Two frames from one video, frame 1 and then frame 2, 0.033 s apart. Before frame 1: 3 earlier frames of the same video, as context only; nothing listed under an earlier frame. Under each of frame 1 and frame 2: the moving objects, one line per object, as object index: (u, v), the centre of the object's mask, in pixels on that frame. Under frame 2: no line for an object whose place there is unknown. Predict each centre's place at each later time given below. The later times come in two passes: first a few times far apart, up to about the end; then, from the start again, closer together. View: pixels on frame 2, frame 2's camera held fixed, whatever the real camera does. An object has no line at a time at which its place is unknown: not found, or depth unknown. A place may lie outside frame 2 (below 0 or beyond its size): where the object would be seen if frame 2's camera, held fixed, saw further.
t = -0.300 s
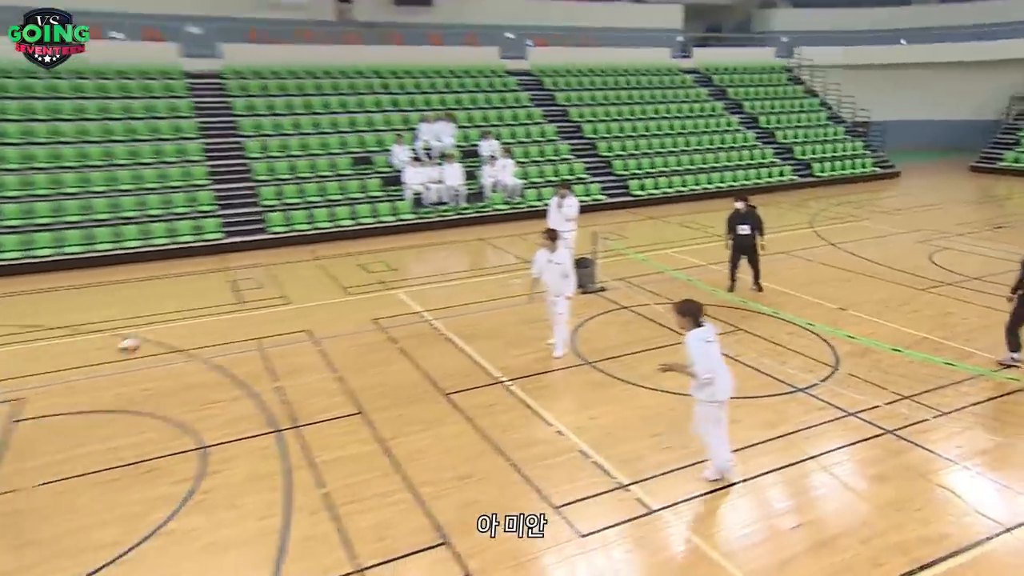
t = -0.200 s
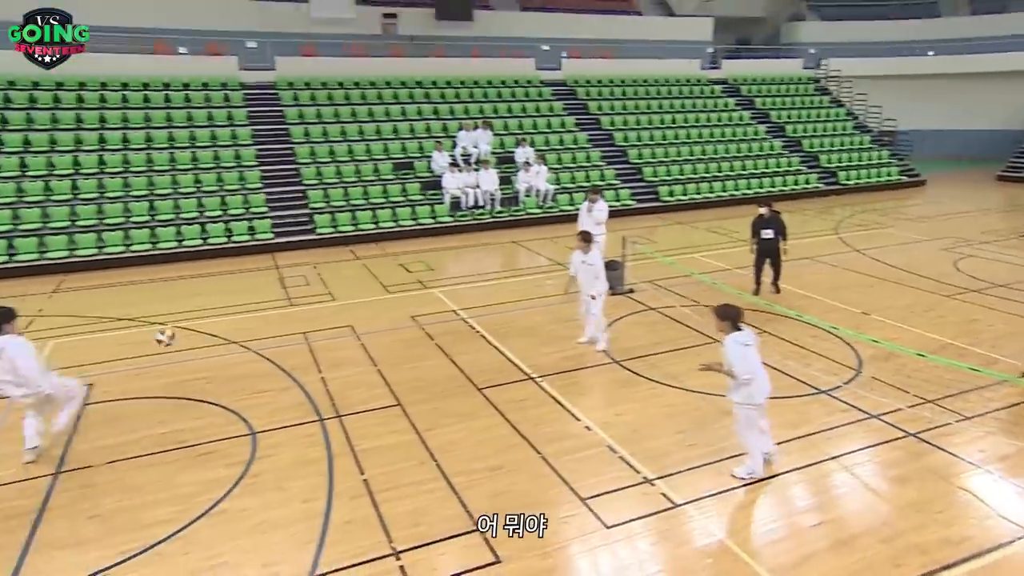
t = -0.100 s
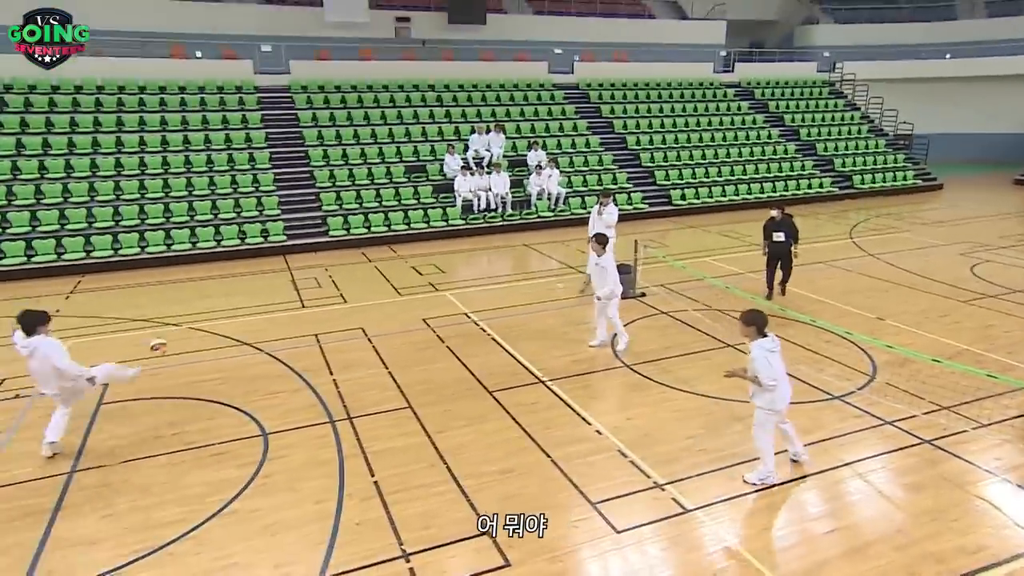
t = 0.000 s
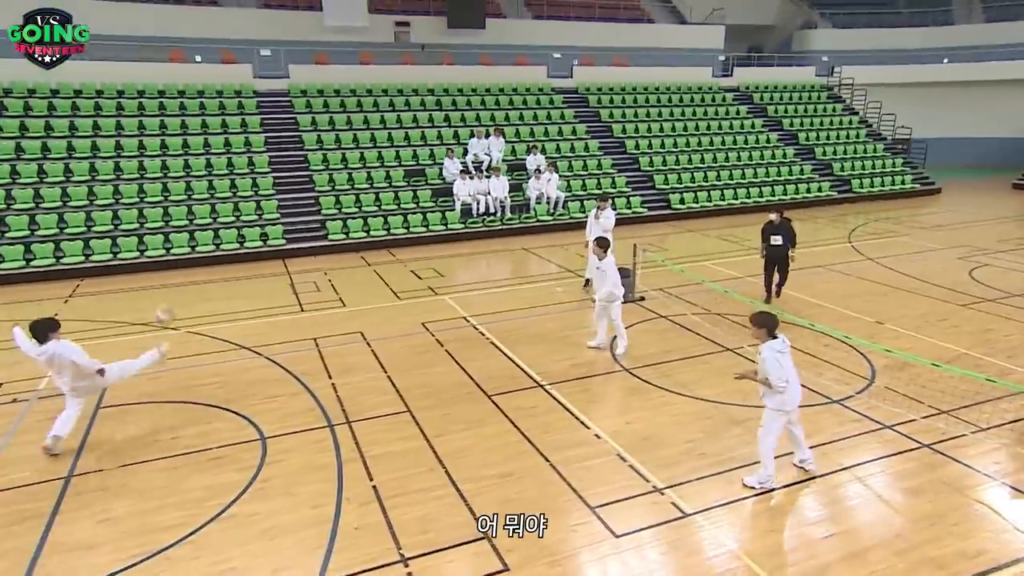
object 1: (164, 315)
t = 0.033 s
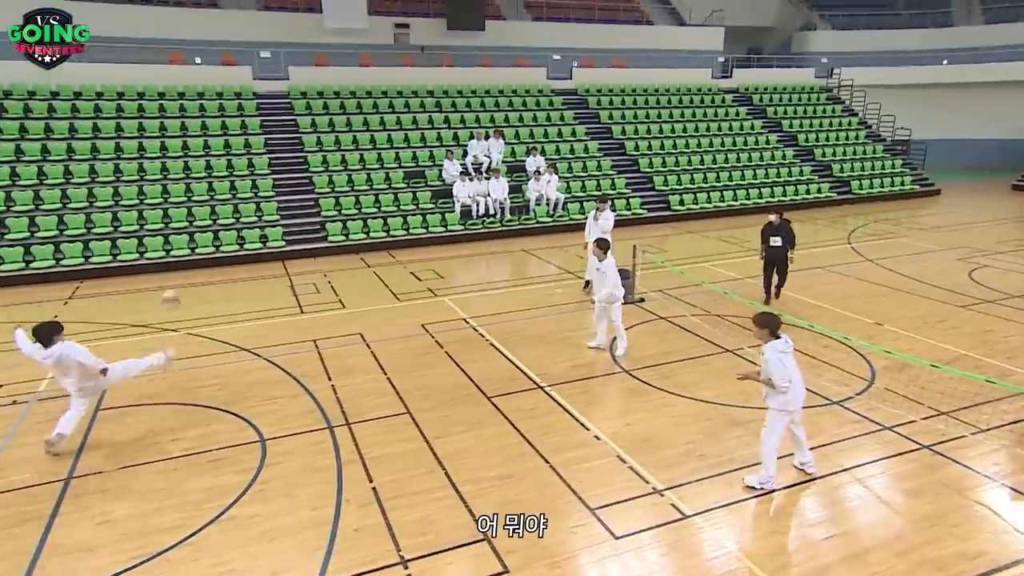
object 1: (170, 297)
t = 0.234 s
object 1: (216, 206)
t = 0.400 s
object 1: (261, 153)
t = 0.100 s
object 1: (185, 264)
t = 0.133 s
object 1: (192, 249)
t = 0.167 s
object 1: (200, 234)
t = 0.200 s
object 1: (210, 217)
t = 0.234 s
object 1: (216, 206)
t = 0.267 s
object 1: (226, 194)
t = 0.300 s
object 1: (234, 182)
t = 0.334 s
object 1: (241, 172)
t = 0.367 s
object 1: (251, 162)
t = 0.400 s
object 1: (261, 153)
